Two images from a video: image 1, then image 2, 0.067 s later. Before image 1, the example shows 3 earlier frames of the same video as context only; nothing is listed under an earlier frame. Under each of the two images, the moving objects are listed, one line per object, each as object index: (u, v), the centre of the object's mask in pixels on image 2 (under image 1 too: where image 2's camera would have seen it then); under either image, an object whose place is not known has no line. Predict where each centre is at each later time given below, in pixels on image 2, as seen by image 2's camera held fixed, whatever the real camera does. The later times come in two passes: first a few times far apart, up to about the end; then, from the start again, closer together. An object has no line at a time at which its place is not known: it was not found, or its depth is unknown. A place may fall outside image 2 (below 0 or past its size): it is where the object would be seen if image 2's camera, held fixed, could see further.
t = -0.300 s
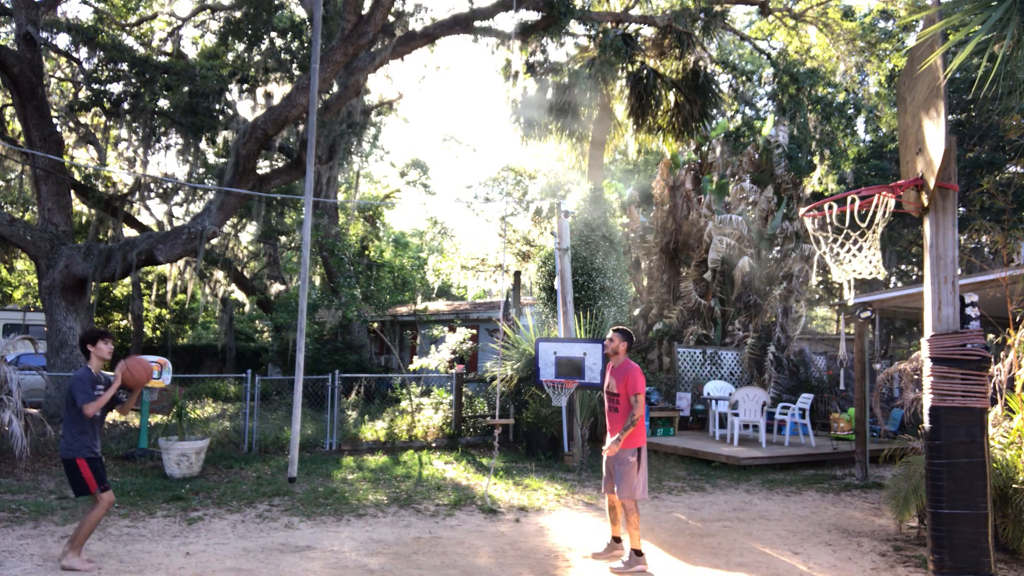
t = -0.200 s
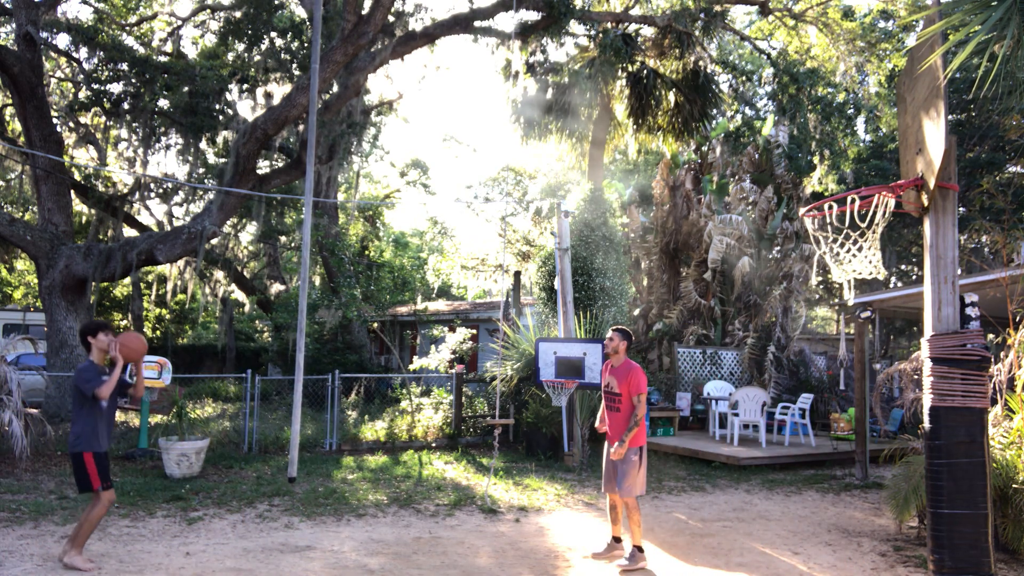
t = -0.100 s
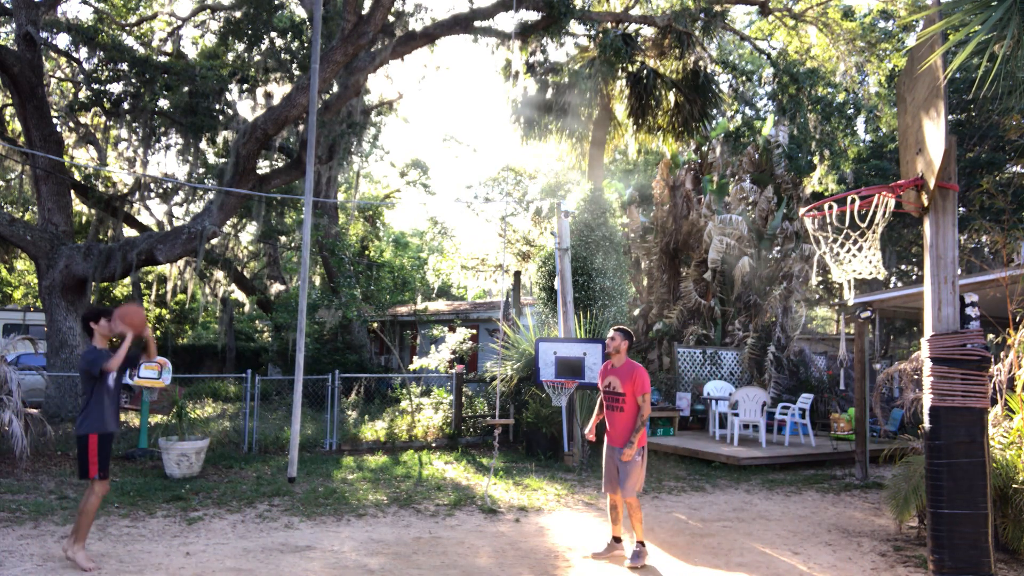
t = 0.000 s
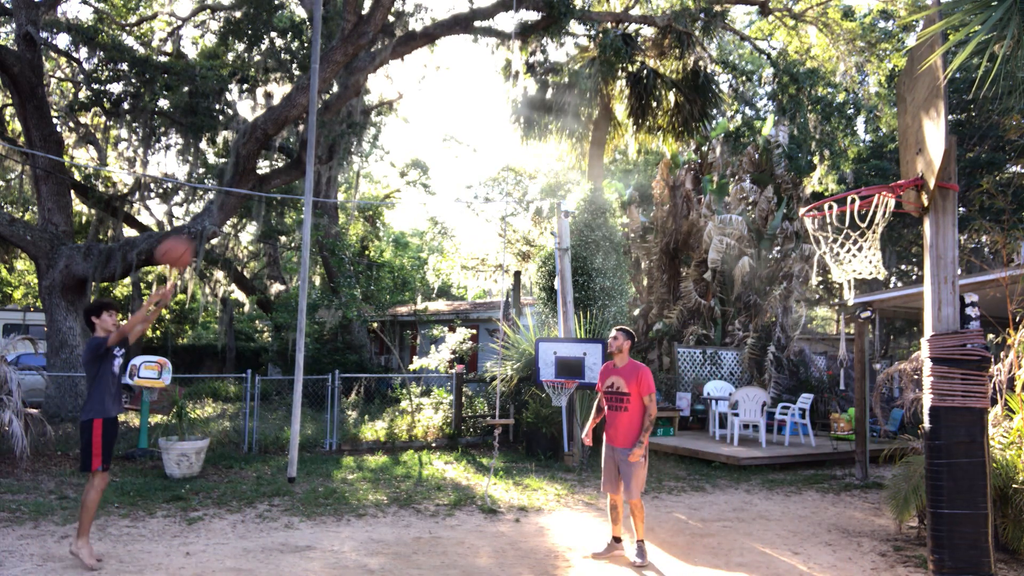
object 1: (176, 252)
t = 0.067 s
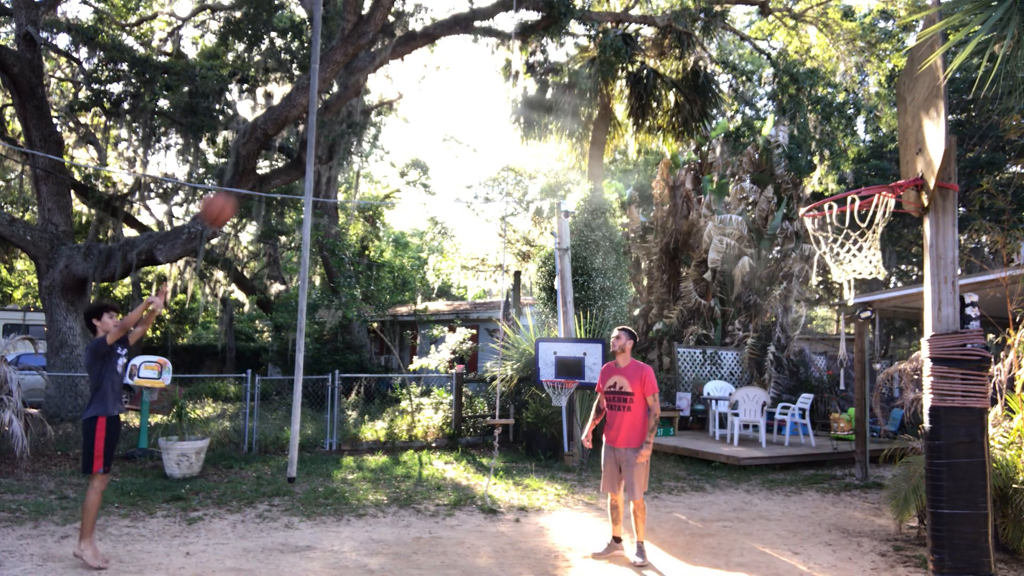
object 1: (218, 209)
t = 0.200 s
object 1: (302, 137)
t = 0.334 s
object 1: (387, 91)
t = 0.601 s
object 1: (570, 69)
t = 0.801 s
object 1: (715, 123)
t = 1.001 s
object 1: (860, 202)
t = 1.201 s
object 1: (847, 251)
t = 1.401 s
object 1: (806, 244)
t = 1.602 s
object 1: (790, 263)
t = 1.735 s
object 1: (780, 314)
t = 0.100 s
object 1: (239, 188)
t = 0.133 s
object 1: (258, 171)
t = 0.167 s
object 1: (280, 153)
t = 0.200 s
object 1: (302, 137)
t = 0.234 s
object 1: (324, 124)
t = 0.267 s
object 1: (344, 111)
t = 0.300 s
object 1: (364, 101)
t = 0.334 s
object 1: (387, 91)
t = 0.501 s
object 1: (500, 63)
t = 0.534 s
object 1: (522, 62)
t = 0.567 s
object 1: (544, 64)
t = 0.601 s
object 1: (570, 69)
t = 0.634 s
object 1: (593, 72)
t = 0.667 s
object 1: (615, 78)
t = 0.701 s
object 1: (643, 87)
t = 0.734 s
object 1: (665, 97)
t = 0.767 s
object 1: (691, 109)
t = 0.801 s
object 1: (715, 123)
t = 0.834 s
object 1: (742, 140)
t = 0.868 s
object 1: (770, 158)
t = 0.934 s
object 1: (821, 192)
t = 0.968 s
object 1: (841, 197)
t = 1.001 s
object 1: (860, 202)
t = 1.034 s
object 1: (874, 213)
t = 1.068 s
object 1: (873, 219)
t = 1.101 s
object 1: (867, 230)
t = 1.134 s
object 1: (862, 243)
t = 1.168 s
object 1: (855, 250)
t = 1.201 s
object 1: (847, 251)
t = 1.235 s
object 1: (838, 249)
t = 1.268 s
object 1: (830, 249)
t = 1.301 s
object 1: (824, 247)
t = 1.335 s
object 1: (817, 247)
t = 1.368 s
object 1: (810, 245)
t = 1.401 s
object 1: (806, 244)
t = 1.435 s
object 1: (803, 241)
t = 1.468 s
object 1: (799, 242)
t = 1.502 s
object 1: (797, 245)
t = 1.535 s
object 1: (794, 250)
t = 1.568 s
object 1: (792, 256)
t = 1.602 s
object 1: (790, 263)
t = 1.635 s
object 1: (787, 274)
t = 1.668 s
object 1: (785, 285)
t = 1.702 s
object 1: (783, 298)
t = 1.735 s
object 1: (780, 314)
